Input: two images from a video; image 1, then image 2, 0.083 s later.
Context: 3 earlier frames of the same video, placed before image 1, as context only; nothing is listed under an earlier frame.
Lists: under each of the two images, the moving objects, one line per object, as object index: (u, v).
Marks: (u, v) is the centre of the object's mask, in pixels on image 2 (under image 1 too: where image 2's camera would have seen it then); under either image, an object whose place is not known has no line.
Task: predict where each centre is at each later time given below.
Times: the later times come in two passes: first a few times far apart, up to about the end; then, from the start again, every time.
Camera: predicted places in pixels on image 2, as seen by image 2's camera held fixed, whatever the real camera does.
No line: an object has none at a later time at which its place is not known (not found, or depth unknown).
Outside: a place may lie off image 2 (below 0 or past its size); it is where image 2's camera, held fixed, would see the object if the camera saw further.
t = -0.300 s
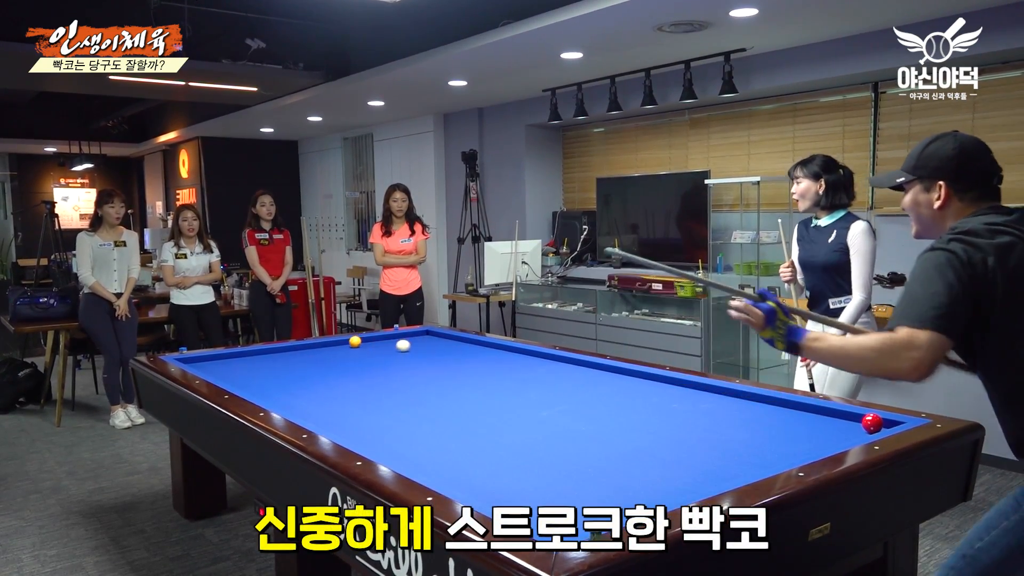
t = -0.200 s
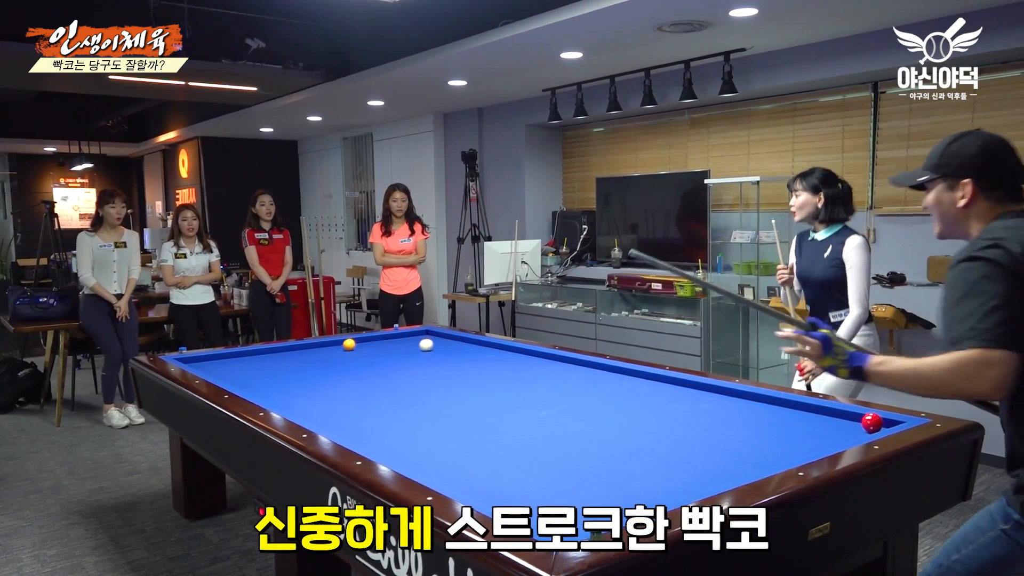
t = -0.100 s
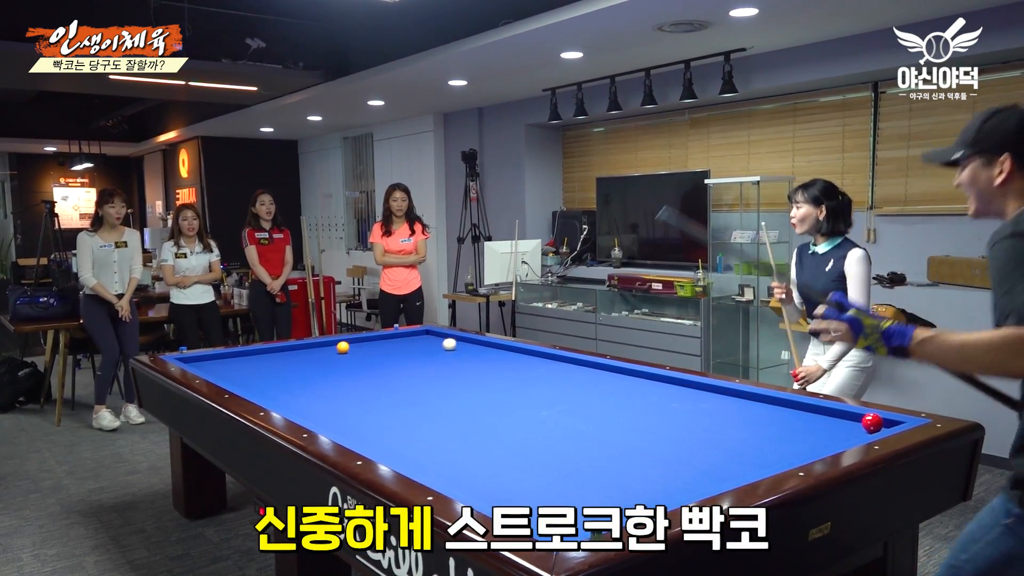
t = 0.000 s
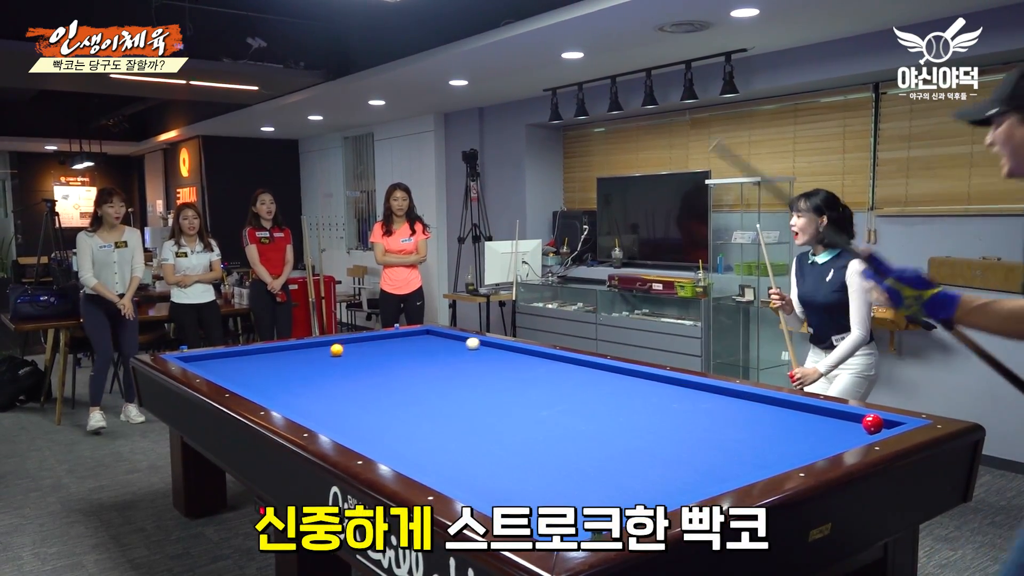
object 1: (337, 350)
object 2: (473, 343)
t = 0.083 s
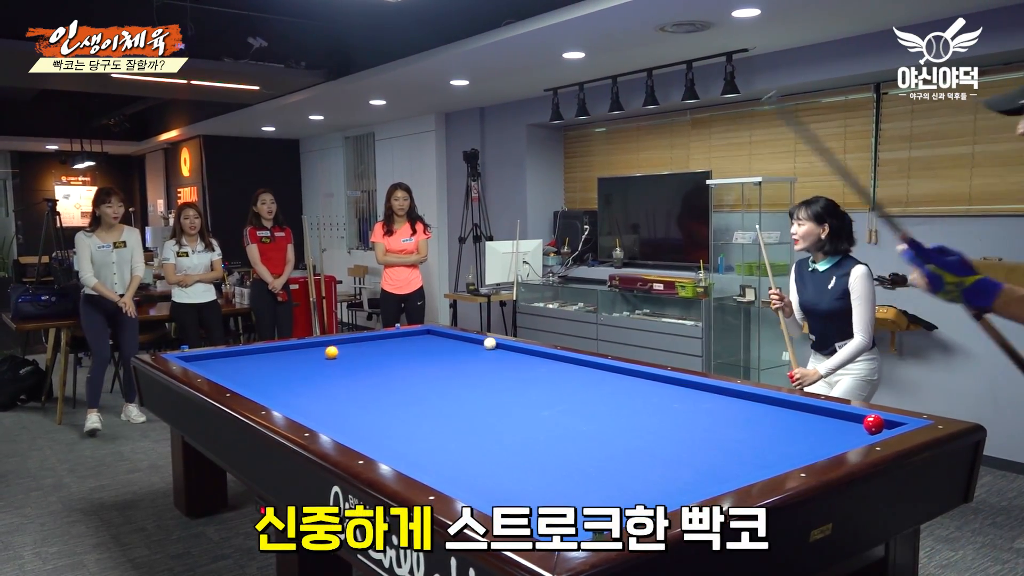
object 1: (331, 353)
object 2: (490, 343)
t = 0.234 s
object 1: (320, 358)
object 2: (485, 349)
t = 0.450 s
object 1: (303, 366)
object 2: (484, 356)
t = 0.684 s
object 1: (283, 375)
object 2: (482, 364)
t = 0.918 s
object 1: (260, 386)
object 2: (480, 373)
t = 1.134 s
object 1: (272, 391)
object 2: (478, 382)
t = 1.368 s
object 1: (308, 394)
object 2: (476, 394)
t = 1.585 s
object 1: (343, 396)
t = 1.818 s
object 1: (381, 398)
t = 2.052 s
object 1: (420, 401)
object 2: (467, 436)
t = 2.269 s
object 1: (457, 403)
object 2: (464, 451)
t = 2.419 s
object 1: (482, 402)
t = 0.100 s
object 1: (330, 353)
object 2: (489, 344)
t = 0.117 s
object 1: (329, 354)
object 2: (488, 345)
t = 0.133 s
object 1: (328, 354)
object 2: (488, 345)
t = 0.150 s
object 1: (327, 355)
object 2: (487, 346)
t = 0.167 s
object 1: (325, 356)
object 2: (487, 346)
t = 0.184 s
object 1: (324, 356)
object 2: (486, 347)
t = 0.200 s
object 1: (323, 357)
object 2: (486, 347)
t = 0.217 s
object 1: (322, 357)
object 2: (486, 348)
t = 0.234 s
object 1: (320, 358)
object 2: (485, 349)
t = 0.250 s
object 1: (319, 359)
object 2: (485, 349)
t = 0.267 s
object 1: (318, 359)
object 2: (485, 350)
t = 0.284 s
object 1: (316, 360)
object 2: (485, 350)
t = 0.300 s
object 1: (315, 360)
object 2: (485, 351)
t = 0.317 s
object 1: (314, 361)
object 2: (485, 351)
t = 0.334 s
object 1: (312, 362)
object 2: (485, 352)
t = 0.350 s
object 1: (311, 362)
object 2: (485, 352)
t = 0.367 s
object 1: (310, 363)
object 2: (484, 353)
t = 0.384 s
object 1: (309, 363)
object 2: (484, 353)
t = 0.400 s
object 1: (307, 364)
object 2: (484, 354)
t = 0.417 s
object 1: (306, 365)
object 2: (484, 354)
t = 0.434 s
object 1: (305, 365)
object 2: (484, 355)
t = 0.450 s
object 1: (303, 366)
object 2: (484, 356)
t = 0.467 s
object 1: (302, 367)
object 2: (484, 356)
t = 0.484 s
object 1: (300, 367)
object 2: (484, 357)
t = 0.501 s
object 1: (299, 368)
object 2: (483, 357)
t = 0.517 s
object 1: (297, 369)
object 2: (483, 358)
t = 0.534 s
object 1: (296, 369)
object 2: (483, 358)
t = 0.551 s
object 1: (295, 370)
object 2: (483, 359)
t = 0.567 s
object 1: (293, 371)
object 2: (483, 360)
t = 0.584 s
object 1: (292, 371)
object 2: (483, 360)
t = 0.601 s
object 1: (290, 372)
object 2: (483, 361)
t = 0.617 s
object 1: (289, 373)
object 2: (482, 361)
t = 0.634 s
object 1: (287, 373)
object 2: (482, 362)
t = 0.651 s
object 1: (286, 374)
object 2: (482, 363)
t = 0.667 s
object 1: (284, 375)
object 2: (482, 363)
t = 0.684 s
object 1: (283, 375)
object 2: (482, 364)
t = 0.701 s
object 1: (281, 376)
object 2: (482, 364)
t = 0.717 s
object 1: (279, 377)
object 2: (481, 365)
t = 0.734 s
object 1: (278, 377)
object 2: (481, 366)
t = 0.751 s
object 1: (276, 378)
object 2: (481, 366)
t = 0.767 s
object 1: (275, 379)
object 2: (481, 367)
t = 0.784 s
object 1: (273, 379)
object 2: (481, 367)
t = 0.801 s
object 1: (271, 380)
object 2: (481, 368)
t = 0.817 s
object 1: (270, 381)
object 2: (481, 369)
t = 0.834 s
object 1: (268, 382)
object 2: (481, 370)
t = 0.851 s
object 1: (266, 383)
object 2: (481, 370)
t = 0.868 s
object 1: (265, 383)
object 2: (480, 371)
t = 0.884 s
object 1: (263, 384)
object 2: (480, 371)
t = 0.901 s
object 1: (261, 385)
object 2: (480, 372)
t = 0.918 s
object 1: (260, 386)
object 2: (480, 373)
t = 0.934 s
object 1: (258, 386)
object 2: (480, 374)
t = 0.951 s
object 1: (257, 387)
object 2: (480, 374)
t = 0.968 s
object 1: (255, 387)
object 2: (480, 375)
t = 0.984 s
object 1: (254, 388)
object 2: (480, 376)
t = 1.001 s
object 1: (252, 388)
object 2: (479, 376)
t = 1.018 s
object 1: (252, 388)
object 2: (479, 377)
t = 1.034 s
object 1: (255, 388)
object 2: (479, 378)
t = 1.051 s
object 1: (258, 389)
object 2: (479, 378)
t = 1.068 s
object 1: (261, 389)
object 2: (479, 379)
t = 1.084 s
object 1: (264, 390)
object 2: (479, 380)
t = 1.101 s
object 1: (267, 391)
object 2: (479, 380)
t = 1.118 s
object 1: (269, 391)
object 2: (478, 381)
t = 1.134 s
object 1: (272, 391)
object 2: (478, 382)
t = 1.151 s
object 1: (274, 391)
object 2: (478, 383)
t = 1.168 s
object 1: (277, 391)
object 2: (478, 383)
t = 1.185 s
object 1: (279, 392)
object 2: (478, 384)
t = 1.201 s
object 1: (282, 392)
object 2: (478, 385)
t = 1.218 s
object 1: (285, 392)
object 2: (477, 386)
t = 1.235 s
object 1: (287, 392)
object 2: (477, 387)
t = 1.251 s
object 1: (290, 392)
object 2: (477, 387)
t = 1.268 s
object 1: (293, 392)
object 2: (477, 388)
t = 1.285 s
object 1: (295, 393)
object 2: (477, 389)
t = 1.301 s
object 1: (298, 393)
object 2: (477, 390)
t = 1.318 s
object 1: (301, 393)
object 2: (476, 391)
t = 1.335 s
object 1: (303, 393)
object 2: (476, 392)
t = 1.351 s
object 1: (306, 394)
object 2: (476, 392)
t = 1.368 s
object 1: (308, 394)
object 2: (476, 394)
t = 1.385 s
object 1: (311, 394)
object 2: (476, 394)
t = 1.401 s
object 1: (314, 394)
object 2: (476, 395)
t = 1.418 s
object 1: (317, 394)
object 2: (475, 396)
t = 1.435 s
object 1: (319, 394)
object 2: (475, 397)
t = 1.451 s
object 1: (322, 395)
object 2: (475, 398)
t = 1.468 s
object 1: (325, 395)
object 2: (475, 399)
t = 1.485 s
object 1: (327, 395)
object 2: (474, 400)
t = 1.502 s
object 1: (330, 395)
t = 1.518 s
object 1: (332, 395)
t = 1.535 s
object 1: (335, 395)
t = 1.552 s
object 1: (338, 396)
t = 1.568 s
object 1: (340, 396)
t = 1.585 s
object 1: (343, 396)
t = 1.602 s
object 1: (346, 396)
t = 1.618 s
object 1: (349, 396)
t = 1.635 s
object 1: (351, 396)
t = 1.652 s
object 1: (354, 396)
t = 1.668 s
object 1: (357, 397)
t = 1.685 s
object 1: (360, 397)
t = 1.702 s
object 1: (362, 397)
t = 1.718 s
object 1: (365, 397)
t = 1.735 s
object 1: (368, 397)
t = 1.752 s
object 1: (371, 398)
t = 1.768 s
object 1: (373, 398)
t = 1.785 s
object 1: (376, 398)
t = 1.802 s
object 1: (379, 398)
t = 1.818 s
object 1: (381, 398)
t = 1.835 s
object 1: (384, 398)
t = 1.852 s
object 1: (387, 399)
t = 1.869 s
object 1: (389, 399)
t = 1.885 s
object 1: (392, 399)
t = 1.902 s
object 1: (395, 399)
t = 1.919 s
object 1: (398, 399)
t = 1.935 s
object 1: (401, 399)
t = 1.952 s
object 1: (403, 400)
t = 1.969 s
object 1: (406, 400)
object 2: (469, 429)
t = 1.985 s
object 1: (409, 400)
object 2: (468, 431)
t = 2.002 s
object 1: (412, 400)
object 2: (468, 432)
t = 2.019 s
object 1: (414, 400)
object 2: (468, 433)
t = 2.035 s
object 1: (417, 401)
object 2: (467, 435)
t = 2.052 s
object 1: (420, 401)
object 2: (467, 436)
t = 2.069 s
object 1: (423, 401)
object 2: (467, 437)
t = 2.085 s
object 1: (426, 401)
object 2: (467, 438)
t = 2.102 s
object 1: (428, 401)
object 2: (466, 439)
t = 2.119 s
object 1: (431, 402)
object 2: (466, 441)
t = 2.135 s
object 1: (434, 402)
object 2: (465, 442)
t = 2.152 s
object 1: (436, 402)
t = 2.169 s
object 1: (439, 402)
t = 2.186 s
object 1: (442, 402)
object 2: (465, 445)
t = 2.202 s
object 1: (445, 402)
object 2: (465, 446)
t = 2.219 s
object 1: (448, 402)
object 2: (464, 448)
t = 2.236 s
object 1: (451, 402)
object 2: (464, 449)
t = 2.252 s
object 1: (454, 403)
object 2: (464, 451)
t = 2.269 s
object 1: (457, 403)
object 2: (464, 451)
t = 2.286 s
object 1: (459, 403)
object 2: (464, 452)
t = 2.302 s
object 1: (462, 402)
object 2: (464, 453)
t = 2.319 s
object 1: (465, 402)
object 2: (463, 454)
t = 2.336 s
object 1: (468, 402)
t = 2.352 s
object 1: (471, 402)
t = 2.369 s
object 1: (474, 402)
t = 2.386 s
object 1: (477, 402)
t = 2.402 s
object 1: (479, 402)
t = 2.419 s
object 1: (482, 402)
